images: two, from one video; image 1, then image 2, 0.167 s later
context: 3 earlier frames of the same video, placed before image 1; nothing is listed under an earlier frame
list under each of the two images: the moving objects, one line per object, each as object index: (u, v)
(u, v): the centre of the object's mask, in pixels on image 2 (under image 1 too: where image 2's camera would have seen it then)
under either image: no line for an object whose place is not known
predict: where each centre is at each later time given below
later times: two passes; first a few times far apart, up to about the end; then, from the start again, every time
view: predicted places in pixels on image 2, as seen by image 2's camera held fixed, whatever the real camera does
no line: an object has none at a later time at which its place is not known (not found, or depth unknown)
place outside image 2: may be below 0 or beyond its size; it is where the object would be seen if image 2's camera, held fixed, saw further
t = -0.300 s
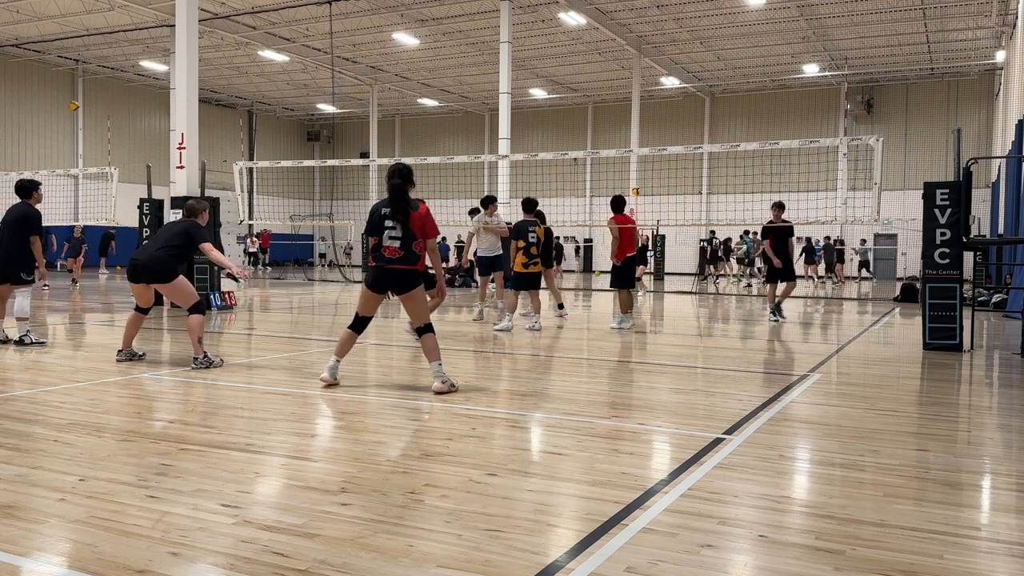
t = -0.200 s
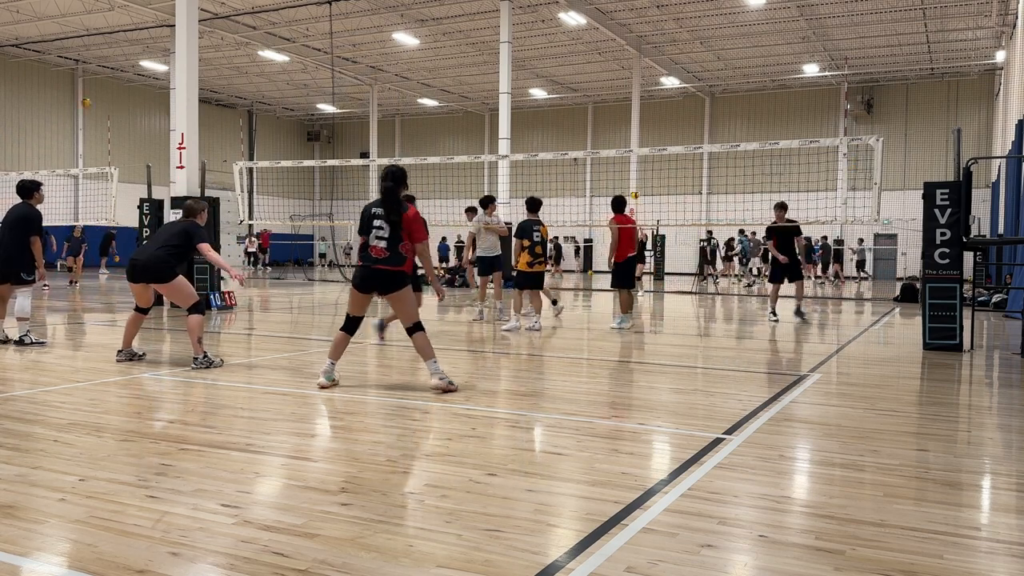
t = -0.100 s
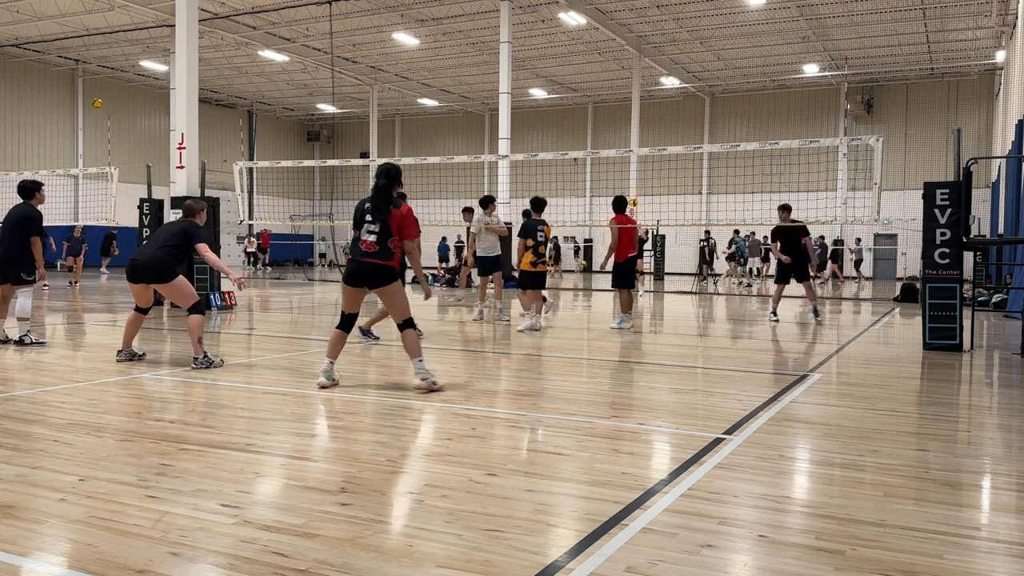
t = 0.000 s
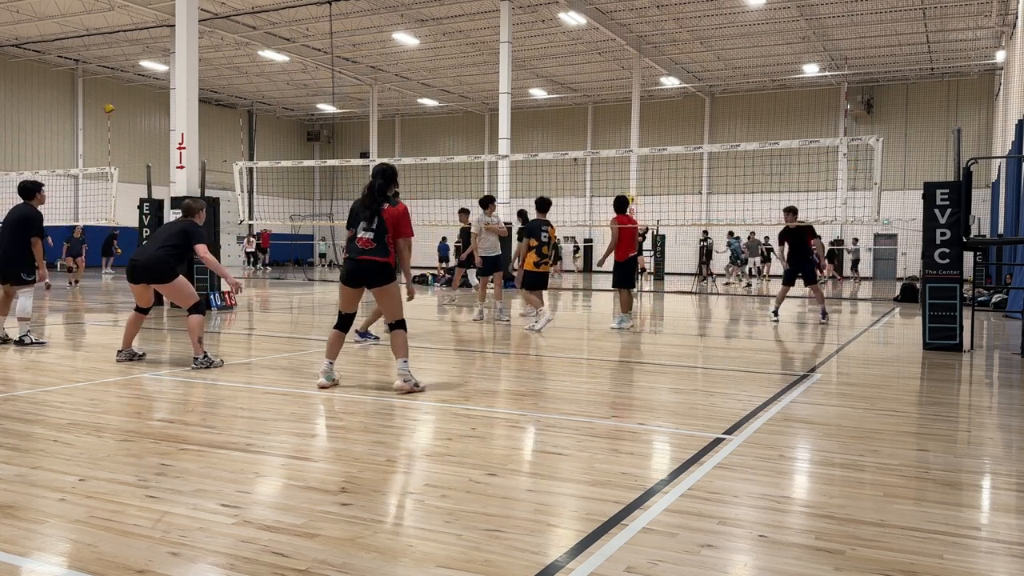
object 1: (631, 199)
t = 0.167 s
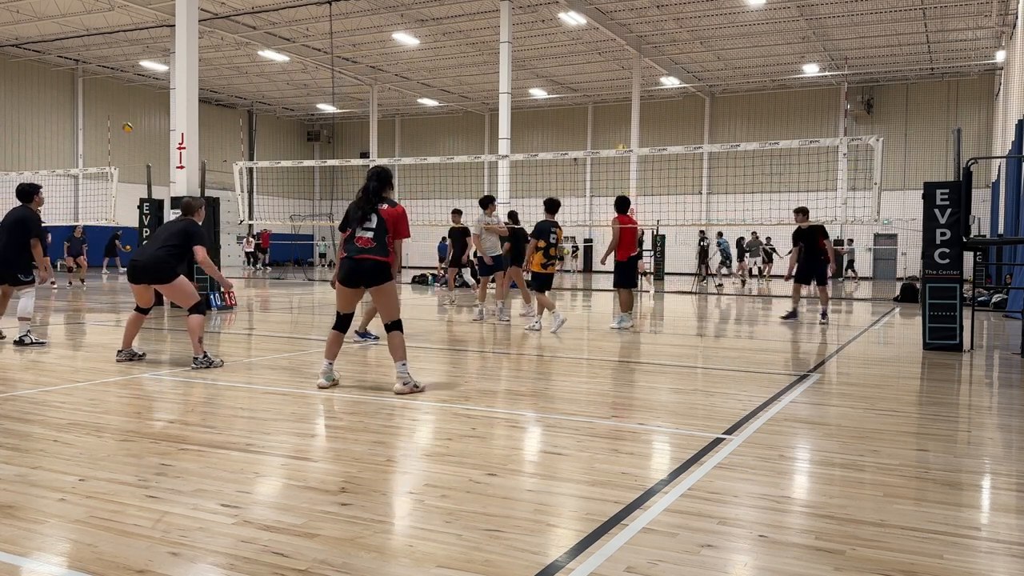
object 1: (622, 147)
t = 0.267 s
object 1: (616, 122)
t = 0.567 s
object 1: (592, 56)
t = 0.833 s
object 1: (555, 20)
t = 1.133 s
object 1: (492, 49)
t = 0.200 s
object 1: (620, 141)
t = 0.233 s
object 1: (618, 131)
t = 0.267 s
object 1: (616, 122)
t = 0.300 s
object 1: (614, 114)
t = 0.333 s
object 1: (612, 105)
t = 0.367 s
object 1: (609, 98)
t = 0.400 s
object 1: (607, 91)
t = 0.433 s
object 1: (604, 83)
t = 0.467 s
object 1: (601, 76)
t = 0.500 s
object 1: (598, 70)
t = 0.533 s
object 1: (595, 62)
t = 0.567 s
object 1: (592, 56)
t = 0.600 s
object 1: (588, 50)
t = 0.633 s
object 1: (583, 45)
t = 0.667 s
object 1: (579, 39)
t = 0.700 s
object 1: (576, 35)
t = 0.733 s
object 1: (573, 32)
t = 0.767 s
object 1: (567, 27)
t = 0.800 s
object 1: (561, 23)
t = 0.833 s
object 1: (555, 20)
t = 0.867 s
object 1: (551, 19)
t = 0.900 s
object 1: (546, 19)
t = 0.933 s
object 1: (538, 19)
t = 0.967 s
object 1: (532, 20)
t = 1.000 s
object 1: (525, 22)
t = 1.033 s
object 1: (518, 26)
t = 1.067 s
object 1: (511, 31)
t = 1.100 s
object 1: (502, 39)
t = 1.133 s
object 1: (492, 49)
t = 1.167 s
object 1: (482, 59)
